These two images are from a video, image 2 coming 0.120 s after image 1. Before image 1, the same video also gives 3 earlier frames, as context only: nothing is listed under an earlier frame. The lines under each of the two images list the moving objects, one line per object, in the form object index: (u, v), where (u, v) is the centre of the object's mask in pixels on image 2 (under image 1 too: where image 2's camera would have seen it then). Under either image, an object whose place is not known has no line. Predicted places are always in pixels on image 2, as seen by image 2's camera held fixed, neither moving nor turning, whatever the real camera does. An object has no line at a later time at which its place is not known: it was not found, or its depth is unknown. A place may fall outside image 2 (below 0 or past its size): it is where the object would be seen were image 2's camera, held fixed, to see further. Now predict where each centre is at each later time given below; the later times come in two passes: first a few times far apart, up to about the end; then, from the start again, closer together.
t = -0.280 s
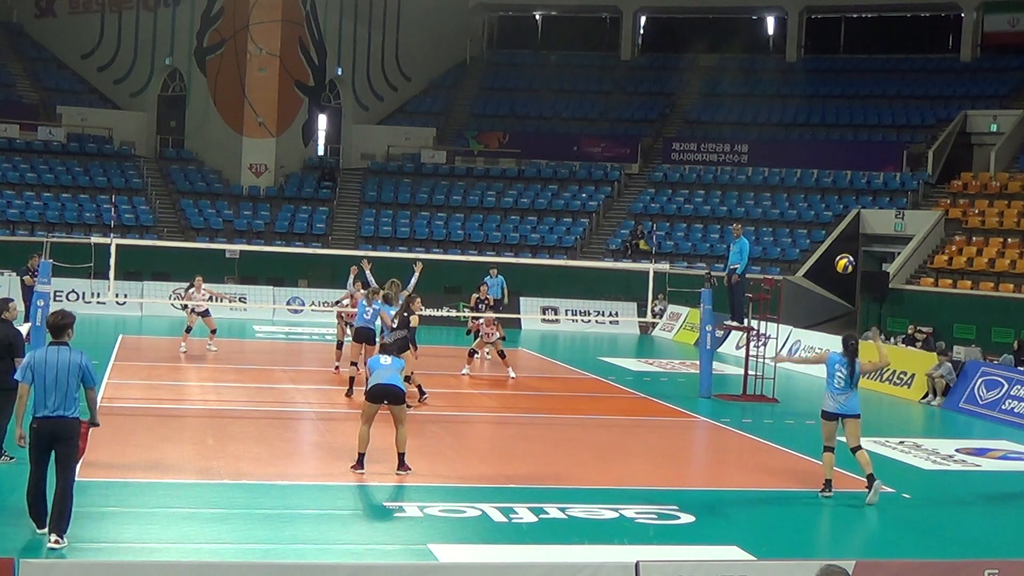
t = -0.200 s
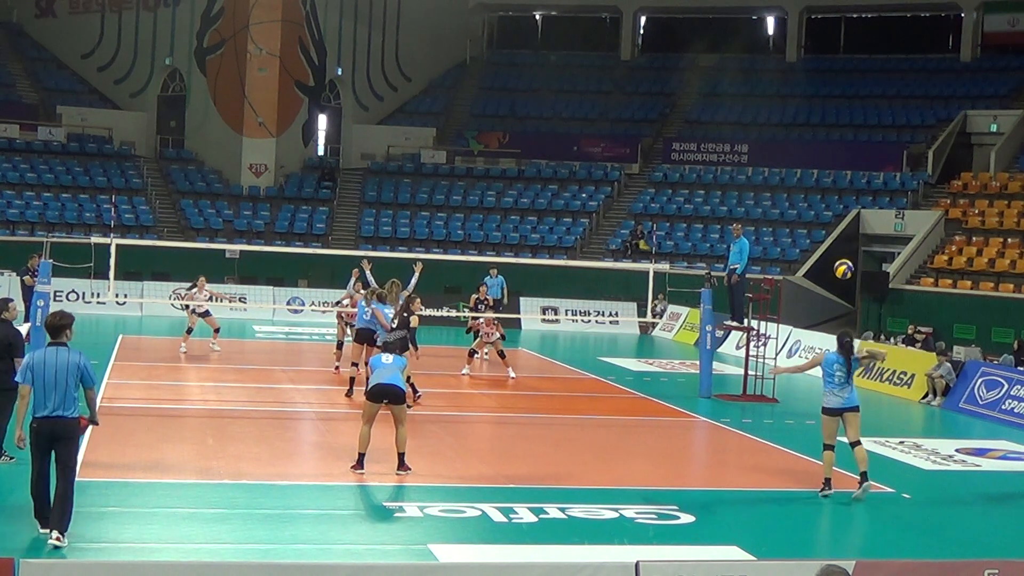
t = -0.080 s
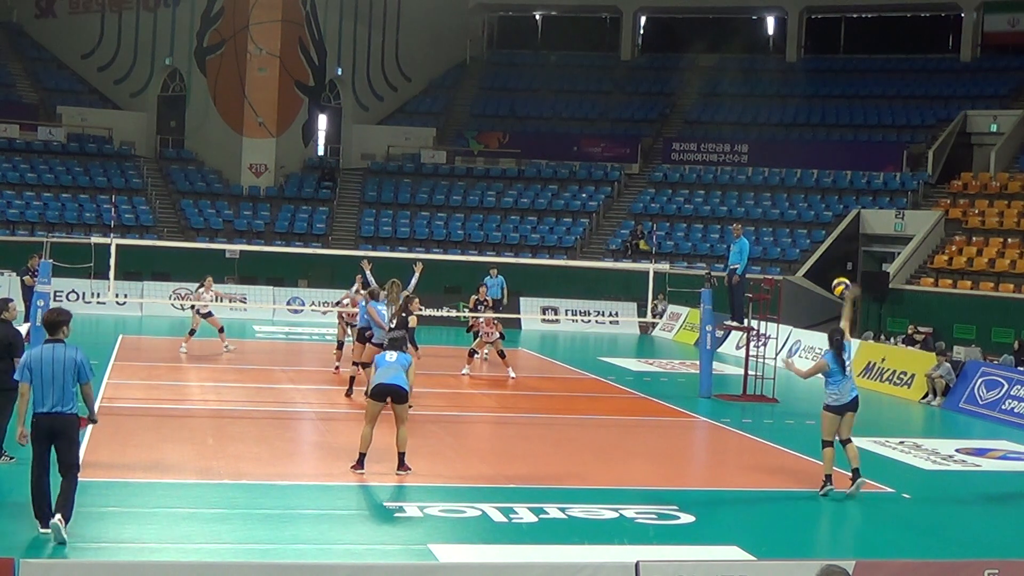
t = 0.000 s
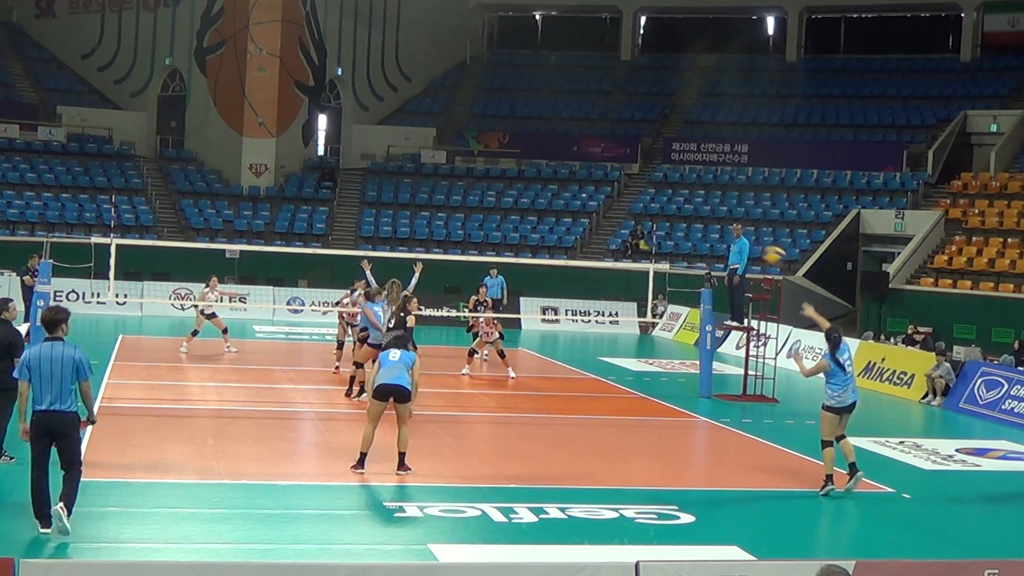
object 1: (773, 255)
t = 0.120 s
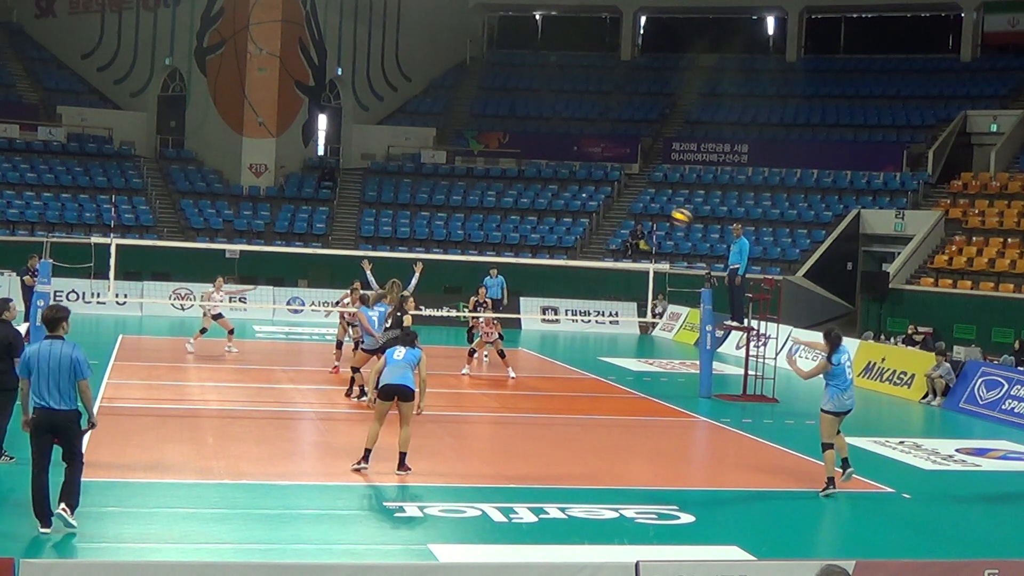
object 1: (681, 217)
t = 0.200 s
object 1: (630, 200)
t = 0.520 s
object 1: (475, 191)
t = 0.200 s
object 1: (630, 200)
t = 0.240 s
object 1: (607, 196)
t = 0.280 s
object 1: (586, 192)
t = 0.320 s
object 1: (565, 190)
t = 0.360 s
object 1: (546, 188)
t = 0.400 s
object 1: (527, 187)
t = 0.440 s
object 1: (509, 187)
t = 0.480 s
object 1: (492, 189)
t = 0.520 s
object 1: (475, 191)
